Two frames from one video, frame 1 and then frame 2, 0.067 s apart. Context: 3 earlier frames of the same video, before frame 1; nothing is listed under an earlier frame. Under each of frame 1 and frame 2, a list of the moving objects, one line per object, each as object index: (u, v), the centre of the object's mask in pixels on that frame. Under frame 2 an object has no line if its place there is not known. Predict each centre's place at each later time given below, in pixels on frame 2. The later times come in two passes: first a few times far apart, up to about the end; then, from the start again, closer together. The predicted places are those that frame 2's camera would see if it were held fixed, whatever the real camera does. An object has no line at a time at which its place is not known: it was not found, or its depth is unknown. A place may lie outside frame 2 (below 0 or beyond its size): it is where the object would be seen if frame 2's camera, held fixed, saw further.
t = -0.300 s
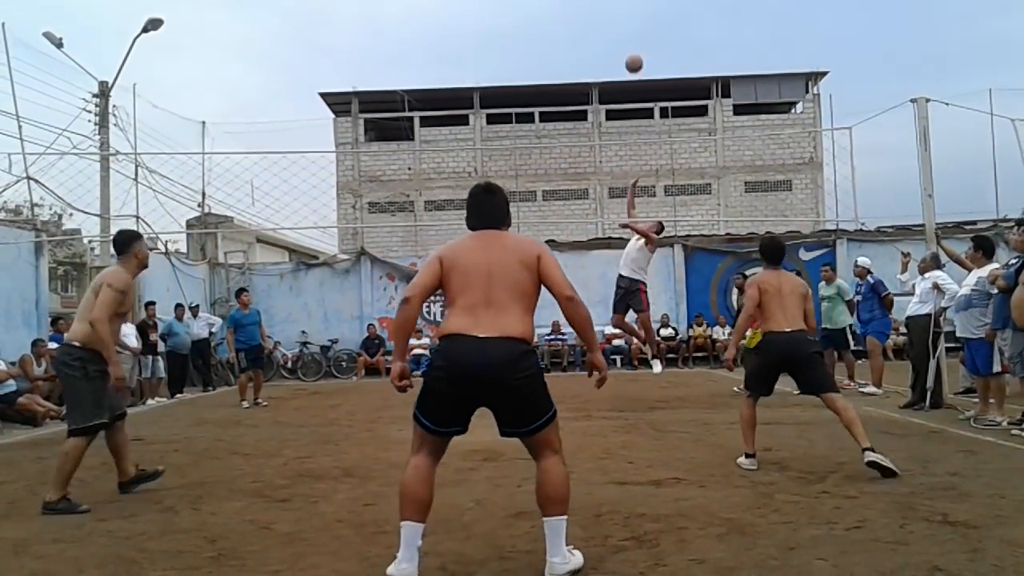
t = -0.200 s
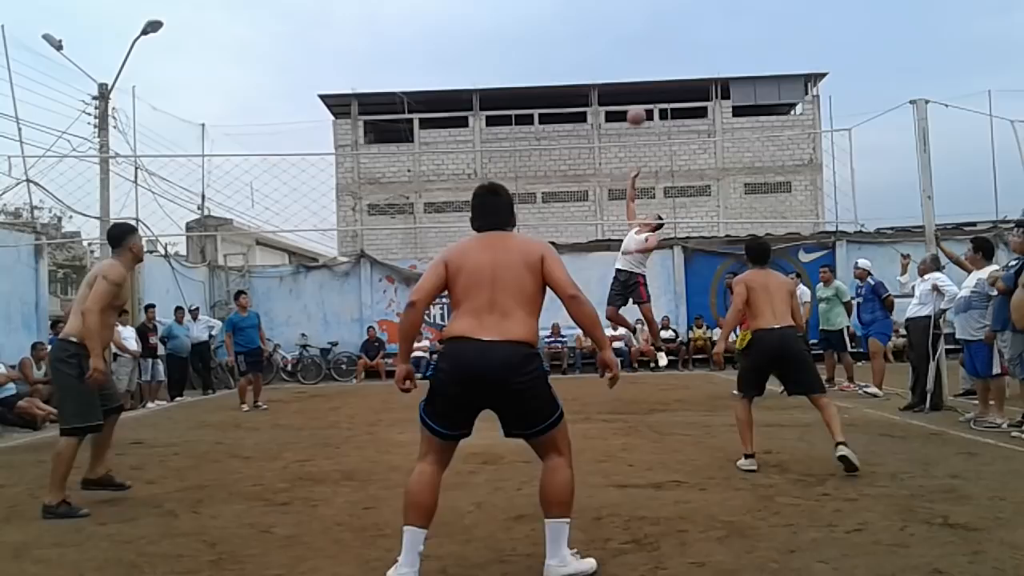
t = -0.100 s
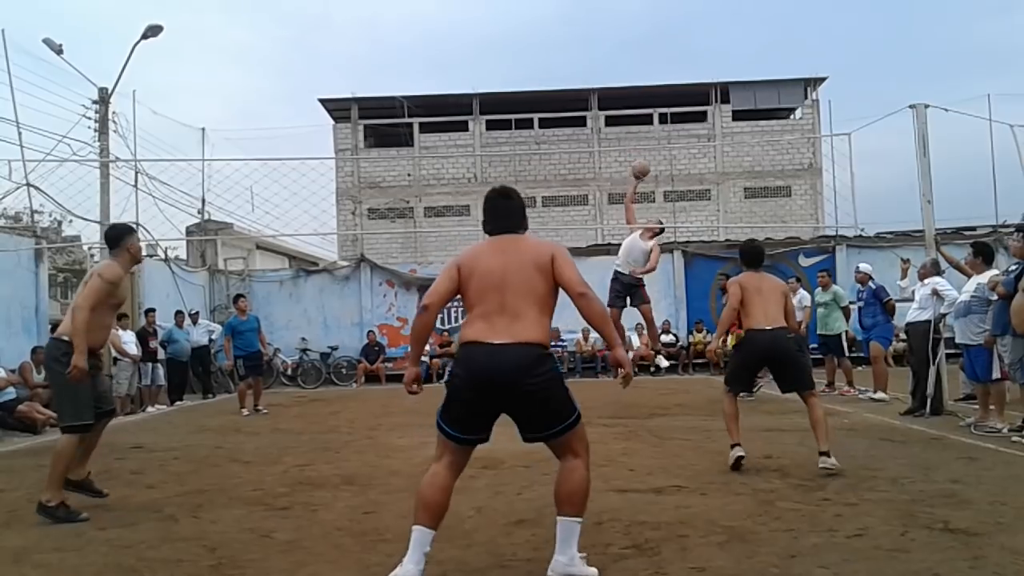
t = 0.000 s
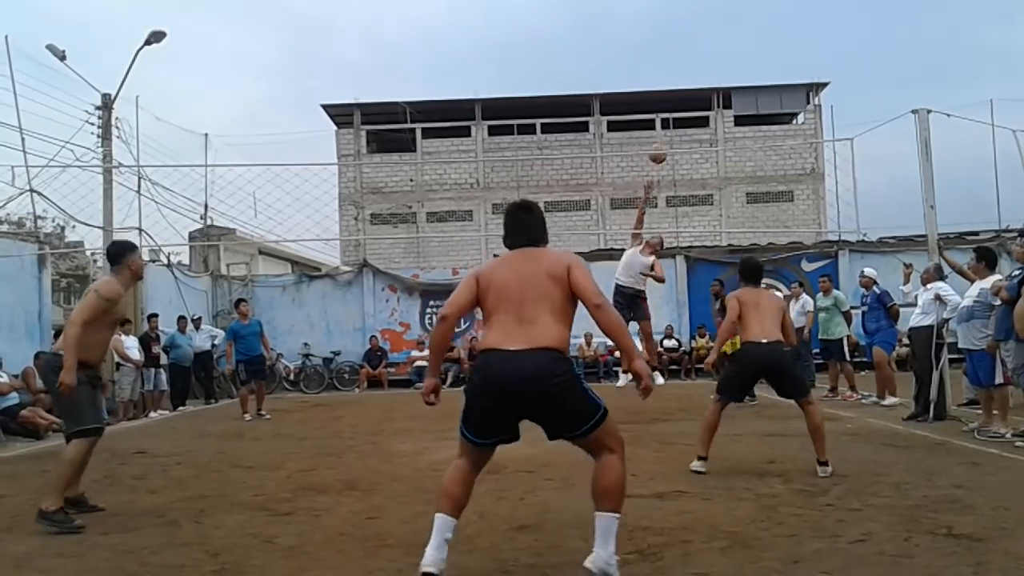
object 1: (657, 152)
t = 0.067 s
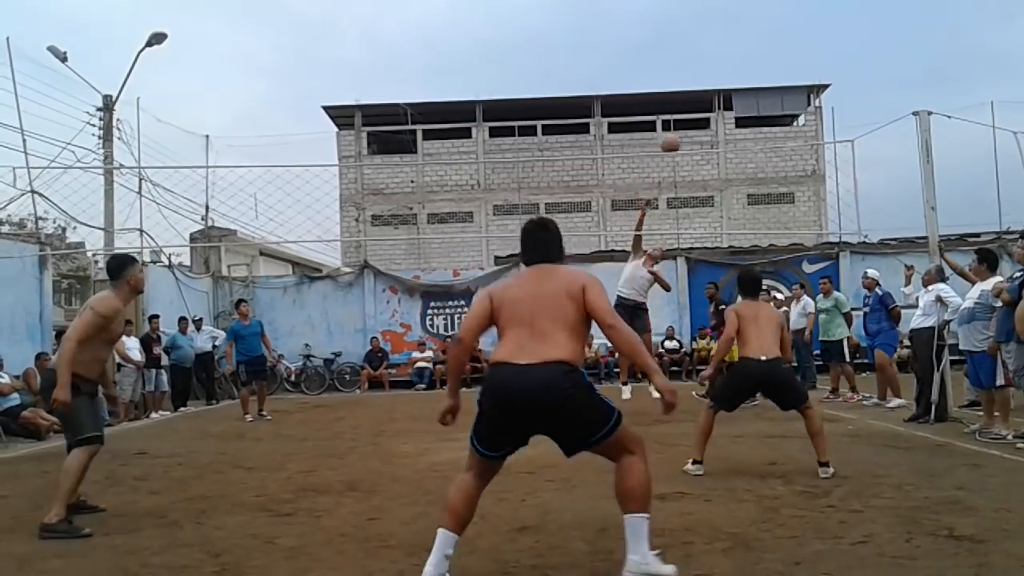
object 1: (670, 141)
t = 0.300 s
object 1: (720, 129)
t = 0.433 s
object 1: (759, 151)
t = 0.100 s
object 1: (677, 137)
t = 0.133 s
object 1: (682, 134)
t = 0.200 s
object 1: (696, 129)
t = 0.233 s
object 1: (704, 128)
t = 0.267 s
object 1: (712, 128)
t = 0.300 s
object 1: (720, 129)
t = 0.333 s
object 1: (730, 132)
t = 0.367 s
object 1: (739, 137)
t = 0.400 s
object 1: (748, 143)
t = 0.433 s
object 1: (759, 151)
